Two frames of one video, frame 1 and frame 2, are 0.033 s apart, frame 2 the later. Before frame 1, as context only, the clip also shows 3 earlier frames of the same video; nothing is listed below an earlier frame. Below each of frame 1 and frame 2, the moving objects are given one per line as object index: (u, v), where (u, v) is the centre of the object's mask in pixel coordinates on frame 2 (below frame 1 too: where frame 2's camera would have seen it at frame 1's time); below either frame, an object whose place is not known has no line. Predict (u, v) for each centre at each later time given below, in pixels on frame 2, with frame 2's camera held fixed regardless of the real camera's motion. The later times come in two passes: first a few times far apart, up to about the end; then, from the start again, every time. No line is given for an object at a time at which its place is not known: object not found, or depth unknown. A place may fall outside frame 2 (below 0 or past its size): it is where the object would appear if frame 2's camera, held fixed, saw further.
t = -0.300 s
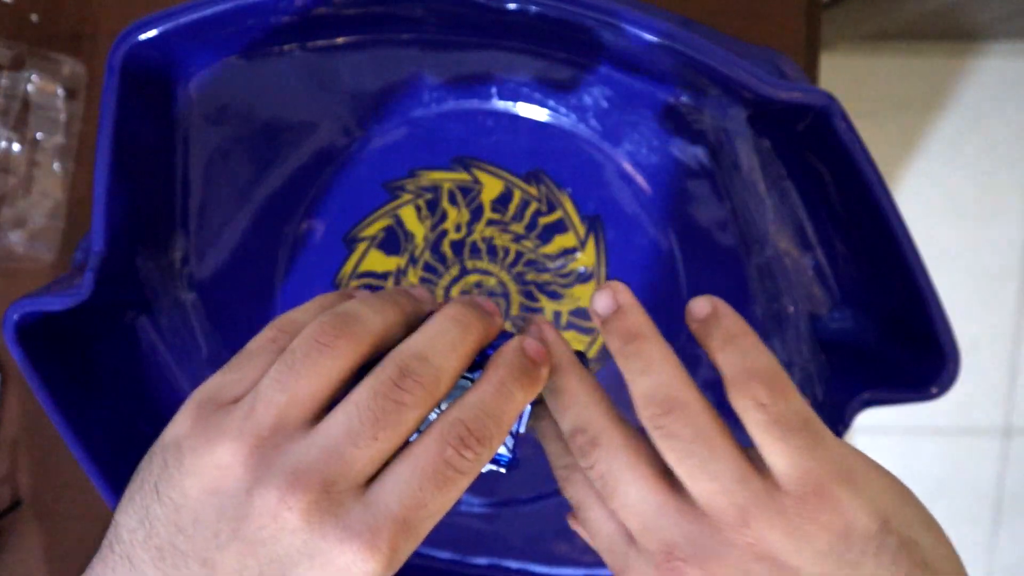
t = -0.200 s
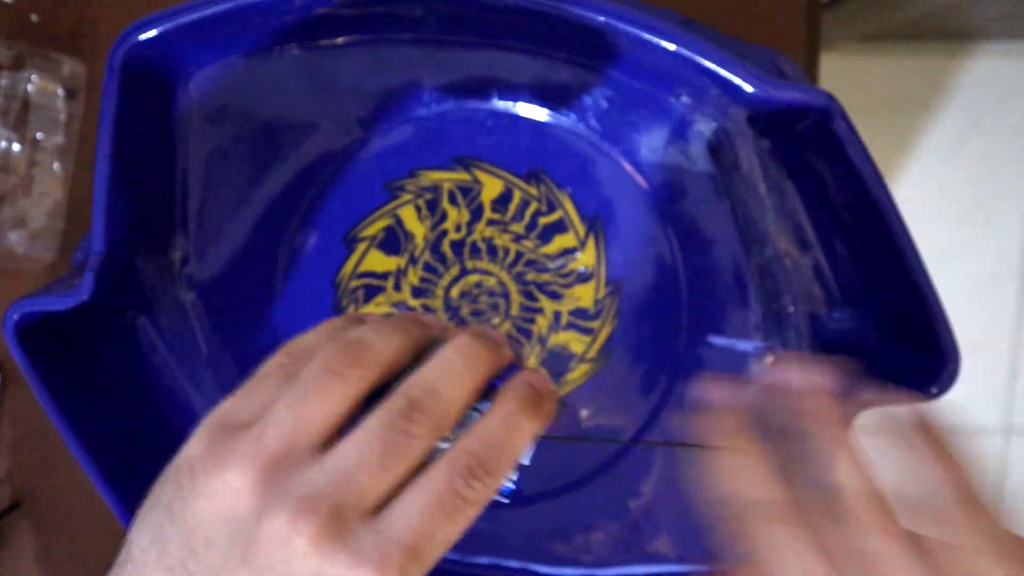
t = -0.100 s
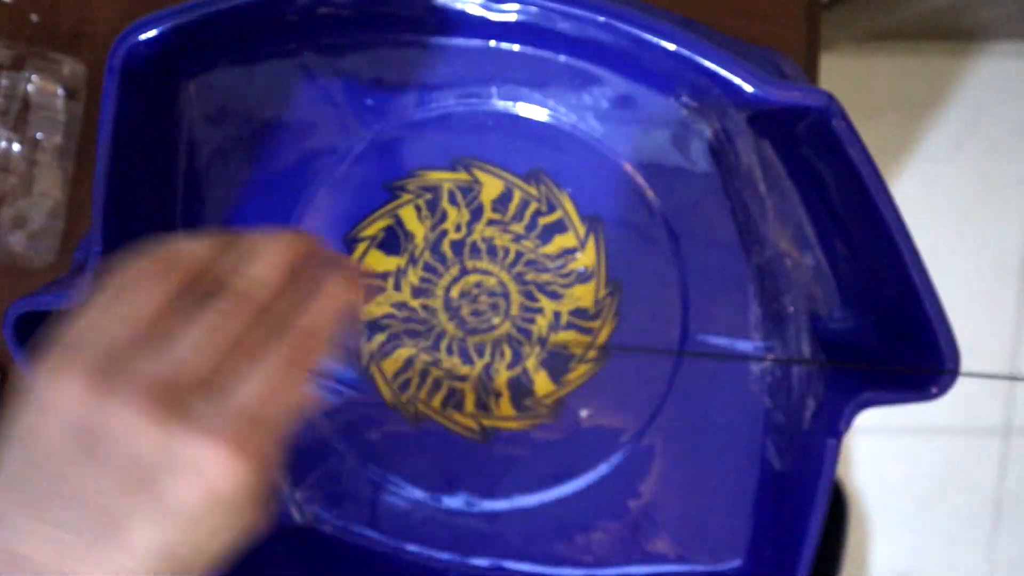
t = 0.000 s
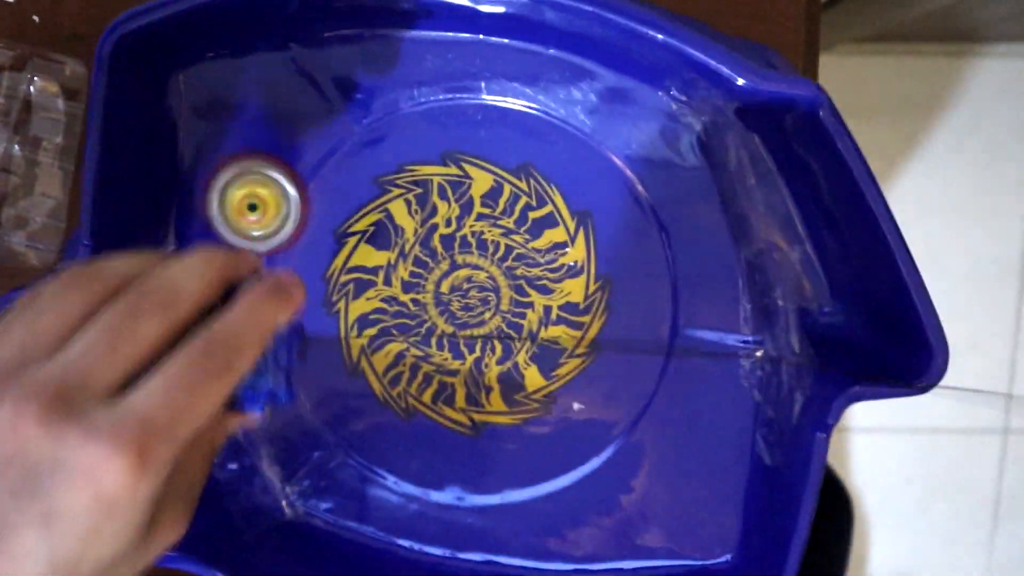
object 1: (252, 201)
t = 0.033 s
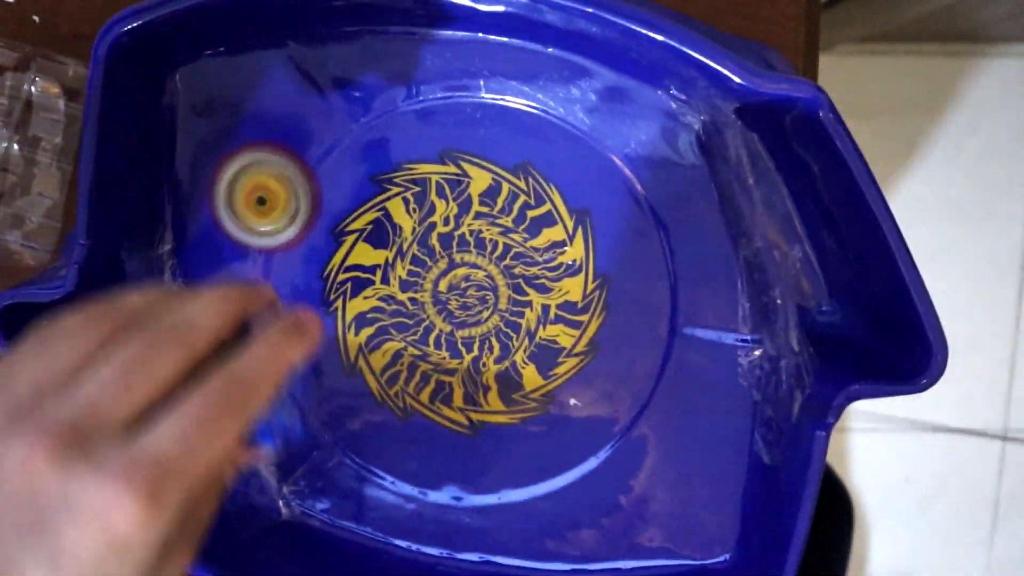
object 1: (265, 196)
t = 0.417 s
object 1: (550, 213)
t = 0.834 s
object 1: (569, 195)
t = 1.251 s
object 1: (569, 373)
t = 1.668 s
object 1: (568, 310)
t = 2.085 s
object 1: (402, 432)
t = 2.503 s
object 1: (495, 401)
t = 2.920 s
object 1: (366, 263)
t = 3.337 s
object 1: (360, 329)
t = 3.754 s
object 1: (538, 276)
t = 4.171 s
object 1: (489, 192)
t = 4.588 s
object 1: (532, 341)
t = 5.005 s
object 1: (549, 310)
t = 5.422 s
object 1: (448, 389)
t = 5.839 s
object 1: (455, 351)
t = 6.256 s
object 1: (456, 303)
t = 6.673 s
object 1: (472, 265)
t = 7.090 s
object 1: (510, 286)
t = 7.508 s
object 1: (522, 288)
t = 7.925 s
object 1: (491, 299)
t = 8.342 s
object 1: (475, 330)
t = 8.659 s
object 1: (471, 334)
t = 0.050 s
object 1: (272, 193)
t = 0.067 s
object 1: (282, 190)
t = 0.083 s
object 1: (295, 186)
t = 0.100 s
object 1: (309, 182)
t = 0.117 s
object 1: (325, 177)
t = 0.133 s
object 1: (341, 173)
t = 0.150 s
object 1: (358, 170)
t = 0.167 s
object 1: (378, 165)
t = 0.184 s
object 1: (390, 165)
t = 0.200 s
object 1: (399, 171)
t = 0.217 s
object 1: (411, 175)
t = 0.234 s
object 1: (422, 179)
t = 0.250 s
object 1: (435, 184)
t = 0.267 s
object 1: (448, 187)
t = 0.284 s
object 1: (461, 191)
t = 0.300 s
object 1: (472, 196)
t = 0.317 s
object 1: (484, 200)
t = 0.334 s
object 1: (496, 205)
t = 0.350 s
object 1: (506, 208)
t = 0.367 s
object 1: (517, 211)
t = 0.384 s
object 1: (529, 212)
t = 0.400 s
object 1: (539, 213)
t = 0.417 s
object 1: (550, 213)
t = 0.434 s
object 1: (559, 213)
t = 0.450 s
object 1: (569, 211)
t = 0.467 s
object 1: (579, 210)
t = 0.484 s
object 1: (588, 208)
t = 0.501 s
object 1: (597, 206)
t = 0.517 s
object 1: (606, 203)
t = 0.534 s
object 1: (614, 199)
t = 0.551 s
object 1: (621, 195)
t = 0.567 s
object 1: (628, 192)
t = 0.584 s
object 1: (633, 188)
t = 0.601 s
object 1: (635, 186)
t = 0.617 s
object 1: (636, 184)
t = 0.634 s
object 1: (637, 182)
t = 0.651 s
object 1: (635, 182)
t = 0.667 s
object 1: (634, 180)
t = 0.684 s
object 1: (631, 180)
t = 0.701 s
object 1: (626, 179)
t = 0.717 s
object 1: (621, 178)
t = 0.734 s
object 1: (614, 179)
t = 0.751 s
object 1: (606, 181)
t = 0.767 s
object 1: (598, 182)
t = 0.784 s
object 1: (591, 185)
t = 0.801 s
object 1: (584, 187)
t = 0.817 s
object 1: (576, 191)
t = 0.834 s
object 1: (569, 195)
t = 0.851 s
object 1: (562, 199)
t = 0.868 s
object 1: (555, 204)
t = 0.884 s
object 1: (549, 209)
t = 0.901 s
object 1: (544, 215)
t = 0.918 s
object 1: (539, 221)
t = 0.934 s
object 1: (535, 227)
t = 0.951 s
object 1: (531, 234)
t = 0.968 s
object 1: (528, 241)
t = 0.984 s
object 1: (526, 249)
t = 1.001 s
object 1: (525, 256)
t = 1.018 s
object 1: (523, 264)
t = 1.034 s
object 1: (523, 271)
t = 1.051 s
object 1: (523, 279)
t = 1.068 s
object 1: (523, 288)
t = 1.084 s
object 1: (524, 295)
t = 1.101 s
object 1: (527, 304)
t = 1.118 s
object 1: (529, 312)
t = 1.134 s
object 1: (532, 320)
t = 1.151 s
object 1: (535, 330)
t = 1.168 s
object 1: (540, 338)
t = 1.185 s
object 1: (545, 346)
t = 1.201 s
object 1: (550, 355)
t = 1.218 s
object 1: (556, 362)
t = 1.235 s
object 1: (562, 368)
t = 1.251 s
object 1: (569, 373)
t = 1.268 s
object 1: (575, 379)
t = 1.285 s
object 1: (581, 384)
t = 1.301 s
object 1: (587, 389)
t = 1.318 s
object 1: (593, 393)
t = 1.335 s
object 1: (598, 395)
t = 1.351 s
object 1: (603, 397)
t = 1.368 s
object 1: (606, 399)
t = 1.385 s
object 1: (610, 399)
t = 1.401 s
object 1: (612, 399)
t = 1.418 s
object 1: (615, 397)
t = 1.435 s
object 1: (616, 395)
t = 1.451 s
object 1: (617, 391)
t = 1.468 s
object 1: (617, 387)
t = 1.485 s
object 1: (617, 382)
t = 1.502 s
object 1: (616, 377)
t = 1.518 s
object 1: (615, 370)
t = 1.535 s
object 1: (613, 365)
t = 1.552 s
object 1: (608, 357)
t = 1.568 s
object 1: (605, 349)
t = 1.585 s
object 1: (599, 341)
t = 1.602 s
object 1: (594, 333)
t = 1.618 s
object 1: (587, 326)
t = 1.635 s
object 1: (581, 320)
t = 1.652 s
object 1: (575, 314)
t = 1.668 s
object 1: (568, 310)
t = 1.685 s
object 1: (561, 306)
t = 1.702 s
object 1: (552, 304)
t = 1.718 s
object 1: (545, 302)
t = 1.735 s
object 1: (536, 301)
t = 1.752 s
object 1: (529, 301)
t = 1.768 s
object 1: (521, 301)
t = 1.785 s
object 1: (513, 303)
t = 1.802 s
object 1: (505, 306)
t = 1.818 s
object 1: (497, 308)
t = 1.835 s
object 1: (490, 312)
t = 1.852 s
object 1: (482, 316)
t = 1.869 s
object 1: (471, 322)
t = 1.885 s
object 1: (463, 328)
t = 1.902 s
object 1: (457, 335)
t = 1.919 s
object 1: (449, 343)
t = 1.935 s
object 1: (442, 353)
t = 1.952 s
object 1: (436, 363)
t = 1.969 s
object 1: (429, 372)
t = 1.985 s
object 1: (423, 382)
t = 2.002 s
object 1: (418, 390)
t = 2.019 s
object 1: (414, 400)
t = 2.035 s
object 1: (409, 409)
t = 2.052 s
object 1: (406, 418)
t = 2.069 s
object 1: (404, 425)
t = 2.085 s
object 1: (402, 432)
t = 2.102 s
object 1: (400, 440)
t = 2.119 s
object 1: (399, 445)
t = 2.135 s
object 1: (399, 451)
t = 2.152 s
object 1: (400, 455)
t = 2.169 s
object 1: (401, 459)
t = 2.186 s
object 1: (404, 463)
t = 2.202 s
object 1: (406, 465)
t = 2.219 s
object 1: (410, 467)
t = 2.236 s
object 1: (414, 469)
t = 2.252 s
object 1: (419, 469)
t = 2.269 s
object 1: (424, 469)
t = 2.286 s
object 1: (431, 469)
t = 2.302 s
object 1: (437, 467)
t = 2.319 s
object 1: (444, 466)
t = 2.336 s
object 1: (450, 463)
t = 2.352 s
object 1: (457, 460)
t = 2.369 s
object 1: (464, 455)
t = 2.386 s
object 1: (469, 451)
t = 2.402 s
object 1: (475, 445)
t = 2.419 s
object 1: (481, 438)
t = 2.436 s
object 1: (486, 432)
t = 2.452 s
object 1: (490, 425)
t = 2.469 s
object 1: (492, 418)
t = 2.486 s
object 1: (495, 409)
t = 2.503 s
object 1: (495, 401)
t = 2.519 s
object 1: (495, 392)
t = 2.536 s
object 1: (495, 383)
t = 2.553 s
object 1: (494, 373)
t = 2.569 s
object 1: (491, 363)
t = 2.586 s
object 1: (487, 355)
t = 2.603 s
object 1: (484, 347)
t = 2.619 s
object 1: (478, 340)
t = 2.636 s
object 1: (472, 332)
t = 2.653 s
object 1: (466, 325)
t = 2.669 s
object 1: (460, 318)
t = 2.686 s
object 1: (454, 311)
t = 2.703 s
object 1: (449, 307)
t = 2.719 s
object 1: (441, 302)
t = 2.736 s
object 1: (434, 297)
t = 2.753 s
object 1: (428, 293)
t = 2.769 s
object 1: (421, 289)
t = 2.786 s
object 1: (414, 284)
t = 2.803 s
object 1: (408, 281)
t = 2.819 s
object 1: (402, 278)
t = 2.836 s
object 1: (395, 274)
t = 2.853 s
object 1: (389, 272)
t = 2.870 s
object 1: (382, 270)
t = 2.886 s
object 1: (377, 268)
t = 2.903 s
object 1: (371, 266)
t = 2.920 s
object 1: (366, 263)
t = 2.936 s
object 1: (361, 264)
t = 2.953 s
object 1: (357, 263)
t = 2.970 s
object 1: (352, 264)
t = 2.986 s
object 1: (347, 265)
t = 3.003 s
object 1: (344, 265)
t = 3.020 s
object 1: (341, 267)
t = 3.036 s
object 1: (337, 269)
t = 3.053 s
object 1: (335, 270)
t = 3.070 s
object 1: (332, 273)
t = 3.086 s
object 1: (330, 276)
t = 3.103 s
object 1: (328, 280)
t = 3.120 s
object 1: (327, 284)
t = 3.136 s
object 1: (326, 288)
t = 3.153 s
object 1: (327, 293)
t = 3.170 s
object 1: (327, 297)
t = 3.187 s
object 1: (328, 301)
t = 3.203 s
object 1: (329, 305)
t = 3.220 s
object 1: (331, 309)
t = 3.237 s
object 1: (333, 313)
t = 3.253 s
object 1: (336, 318)
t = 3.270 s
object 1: (341, 320)
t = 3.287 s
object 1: (345, 323)
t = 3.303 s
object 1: (349, 326)
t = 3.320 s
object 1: (354, 327)
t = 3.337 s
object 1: (360, 329)
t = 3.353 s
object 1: (366, 331)
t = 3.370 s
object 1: (372, 334)
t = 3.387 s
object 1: (378, 334)
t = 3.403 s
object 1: (385, 336)
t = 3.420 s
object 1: (391, 336)
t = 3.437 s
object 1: (398, 338)
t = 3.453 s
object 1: (405, 337)
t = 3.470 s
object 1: (412, 338)
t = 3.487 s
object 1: (420, 338)
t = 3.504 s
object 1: (428, 338)
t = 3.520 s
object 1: (435, 338)
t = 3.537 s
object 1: (443, 336)
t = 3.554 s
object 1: (451, 336)
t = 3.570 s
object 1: (458, 334)
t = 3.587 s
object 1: (467, 332)
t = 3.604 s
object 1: (474, 331)
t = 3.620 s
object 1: (482, 327)
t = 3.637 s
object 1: (489, 324)
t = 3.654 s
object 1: (497, 318)
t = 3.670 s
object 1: (504, 313)
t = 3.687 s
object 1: (511, 306)
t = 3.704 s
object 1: (518, 299)
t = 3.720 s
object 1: (525, 292)
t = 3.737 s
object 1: (532, 285)
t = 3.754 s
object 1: (538, 276)
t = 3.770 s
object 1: (542, 269)
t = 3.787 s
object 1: (546, 263)
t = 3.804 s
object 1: (549, 254)
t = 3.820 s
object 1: (552, 248)
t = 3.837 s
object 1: (553, 240)
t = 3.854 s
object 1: (554, 232)
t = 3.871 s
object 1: (554, 224)
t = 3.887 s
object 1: (554, 216)
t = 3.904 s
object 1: (553, 209)
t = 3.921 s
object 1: (553, 202)
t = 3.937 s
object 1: (551, 196)
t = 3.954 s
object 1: (549, 190)
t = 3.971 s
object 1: (546, 185)
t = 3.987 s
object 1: (542, 180)
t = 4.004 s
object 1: (538, 176)
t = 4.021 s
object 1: (535, 173)
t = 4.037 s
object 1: (531, 171)
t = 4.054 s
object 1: (528, 172)
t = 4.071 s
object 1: (524, 173)
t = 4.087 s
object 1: (519, 175)
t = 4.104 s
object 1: (514, 178)
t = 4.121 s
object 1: (508, 181)
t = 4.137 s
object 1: (501, 185)
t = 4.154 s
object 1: (495, 188)
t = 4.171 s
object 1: (489, 192)
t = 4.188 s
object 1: (485, 197)
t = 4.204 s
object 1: (482, 201)
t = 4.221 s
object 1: (480, 207)
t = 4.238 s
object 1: (479, 215)
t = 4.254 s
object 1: (479, 221)
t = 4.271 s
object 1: (477, 228)
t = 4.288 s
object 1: (477, 235)
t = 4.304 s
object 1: (478, 242)
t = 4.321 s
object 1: (478, 249)
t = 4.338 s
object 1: (479, 256)
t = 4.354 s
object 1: (481, 264)
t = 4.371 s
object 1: (482, 270)
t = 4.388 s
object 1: (483, 279)
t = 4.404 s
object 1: (486, 286)
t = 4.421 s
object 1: (488, 293)
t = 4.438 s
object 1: (492, 299)
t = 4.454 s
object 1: (497, 304)
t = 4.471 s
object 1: (501, 309)
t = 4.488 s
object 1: (506, 313)
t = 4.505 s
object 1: (511, 318)
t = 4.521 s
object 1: (515, 323)
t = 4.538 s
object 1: (519, 328)
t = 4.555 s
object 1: (524, 333)
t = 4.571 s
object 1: (528, 337)
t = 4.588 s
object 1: (532, 341)
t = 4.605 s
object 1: (536, 344)
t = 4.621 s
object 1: (540, 348)
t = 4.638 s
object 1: (545, 349)
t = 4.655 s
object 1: (549, 350)
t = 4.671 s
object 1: (553, 351)
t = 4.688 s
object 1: (557, 350)
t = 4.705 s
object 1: (560, 349)
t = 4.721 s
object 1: (564, 347)
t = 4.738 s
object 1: (567, 344)
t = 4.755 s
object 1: (570, 341)
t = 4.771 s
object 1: (572, 337)
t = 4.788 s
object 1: (574, 334)
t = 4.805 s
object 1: (574, 330)
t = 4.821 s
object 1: (576, 325)
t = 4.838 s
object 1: (576, 321)
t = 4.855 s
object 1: (575, 317)
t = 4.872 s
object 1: (574, 314)
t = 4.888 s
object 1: (572, 311)
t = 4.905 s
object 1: (571, 309)
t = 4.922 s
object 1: (569, 308)
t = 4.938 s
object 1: (566, 307)
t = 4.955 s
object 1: (563, 307)
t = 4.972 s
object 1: (558, 307)
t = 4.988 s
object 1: (553, 309)
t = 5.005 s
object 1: (549, 310)
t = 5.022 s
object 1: (543, 311)
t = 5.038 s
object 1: (538, 313)
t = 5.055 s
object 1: (532, 315)
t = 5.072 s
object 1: (525, 316)
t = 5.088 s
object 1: (520, 318)
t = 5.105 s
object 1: (514, 319)
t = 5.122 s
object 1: (508, 320)
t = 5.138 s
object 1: (502, 322)
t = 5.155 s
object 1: (496, 324)
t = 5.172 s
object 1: (491, 325)
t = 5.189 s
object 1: (486, 327)
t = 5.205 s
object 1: (481, 329)
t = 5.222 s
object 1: (476, 332)
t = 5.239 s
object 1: (472, 335)
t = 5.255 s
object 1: (468, 340)
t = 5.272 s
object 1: (465, 343)
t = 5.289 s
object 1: (462, 348)
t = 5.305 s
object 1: (459, 353)
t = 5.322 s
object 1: (456, 360)
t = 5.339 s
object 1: (455, 364)
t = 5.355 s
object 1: (453, 369)
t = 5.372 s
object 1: (451, 375)
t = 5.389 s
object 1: (449, 380)
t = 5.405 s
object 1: (448, 385)
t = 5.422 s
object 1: (448, 389)
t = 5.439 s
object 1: (446, 392)
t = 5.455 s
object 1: (447, 394)
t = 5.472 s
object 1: (447, 396)
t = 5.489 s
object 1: (447, 396)
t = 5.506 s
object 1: (448, 396)
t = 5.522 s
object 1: (450, 394)
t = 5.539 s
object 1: (452, 394)
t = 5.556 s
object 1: (456, 391)
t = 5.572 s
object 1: (459, 389)
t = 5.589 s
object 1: (463, 386)
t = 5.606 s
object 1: (466, 383)
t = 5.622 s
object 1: (470, 381)
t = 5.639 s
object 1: (473, 380)
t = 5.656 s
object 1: (475, 379)
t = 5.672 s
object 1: (477, 378)
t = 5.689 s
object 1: (478, 377)
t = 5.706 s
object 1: (477, 376)
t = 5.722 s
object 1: (476, 373)
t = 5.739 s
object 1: (474, 371)
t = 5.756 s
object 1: (471, 368)
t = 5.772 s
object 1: (468, 365)
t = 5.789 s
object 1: (465, 362)
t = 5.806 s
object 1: (462, 358)
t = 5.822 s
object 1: (457, 355)
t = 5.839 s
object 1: (455, 351)
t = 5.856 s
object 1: (452, 348)
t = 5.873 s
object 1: (452, 344)
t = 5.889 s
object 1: (450, 341)
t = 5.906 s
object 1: (450, 339)
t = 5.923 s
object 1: (449, 338)
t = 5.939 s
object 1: (449, 336)
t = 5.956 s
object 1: (448, 335)
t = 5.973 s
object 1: (447, 332)
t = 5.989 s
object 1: (447, 331)
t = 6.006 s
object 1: (447, 329)
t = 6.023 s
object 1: (447, 327)
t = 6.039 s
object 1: (447, 326)
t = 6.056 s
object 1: (447, 324)
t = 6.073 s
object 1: (448, 322)
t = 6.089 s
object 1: (448, 321)
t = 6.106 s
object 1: (449, 319)
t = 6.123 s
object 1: (450, 318)
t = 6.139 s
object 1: (451, 316)
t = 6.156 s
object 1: (451, 313)
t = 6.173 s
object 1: (452, 313)
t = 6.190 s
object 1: (454, 309)
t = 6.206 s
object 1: (454, 308)
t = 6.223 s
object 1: (454, 306)
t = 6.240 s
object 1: (455, 305)
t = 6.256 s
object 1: (456, 303)
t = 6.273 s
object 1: (457, 301)
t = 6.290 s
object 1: (459, 298)
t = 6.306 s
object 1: (460, 297)
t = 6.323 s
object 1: (461, 296)
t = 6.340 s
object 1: (461, 294)
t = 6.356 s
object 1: (462, 293)
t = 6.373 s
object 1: (463, 293)
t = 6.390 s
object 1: (464, 291)
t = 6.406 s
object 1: (464, 289)
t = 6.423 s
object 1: (465, 288)
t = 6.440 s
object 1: (465, 287)
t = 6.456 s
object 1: (466, 285)
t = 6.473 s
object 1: (467, 282)
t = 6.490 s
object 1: (467, 281)
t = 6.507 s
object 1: (468, 279)
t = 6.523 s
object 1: (469, 275)
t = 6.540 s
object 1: (470, 273)
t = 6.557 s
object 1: (470, 272)
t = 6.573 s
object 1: (471, 269)
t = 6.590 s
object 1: (471, 267)
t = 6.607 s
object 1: (472, 265)
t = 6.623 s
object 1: (472, 265)
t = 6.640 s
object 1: (472, 264)
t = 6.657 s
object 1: (472, 264)
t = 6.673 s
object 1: (472, 265)
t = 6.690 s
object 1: (473, 264)
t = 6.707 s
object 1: (472, 264)
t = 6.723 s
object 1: (472, 265)
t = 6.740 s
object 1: (472, 265)
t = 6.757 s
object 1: (472, 265)
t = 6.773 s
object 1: (472, 266)
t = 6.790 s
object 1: (472, 266)
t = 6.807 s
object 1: (472, 266)
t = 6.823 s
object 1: (472, 266)
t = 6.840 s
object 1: (473, 266)
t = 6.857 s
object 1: (474, 267)
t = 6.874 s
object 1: (475, 267)
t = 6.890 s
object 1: (477, 267)
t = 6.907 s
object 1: (480, 267)
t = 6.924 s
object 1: (482, 267)
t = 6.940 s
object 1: (485, 267)
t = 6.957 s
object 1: (488, 269)
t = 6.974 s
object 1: (492, 270)
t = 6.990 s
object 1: (495, 272)
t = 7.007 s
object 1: (497, 274)
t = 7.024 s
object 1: (502, 278)
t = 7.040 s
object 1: (504, 279)
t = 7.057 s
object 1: (507, 283)
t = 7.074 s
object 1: (509, 284)
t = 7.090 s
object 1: (510, 286)
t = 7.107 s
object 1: (510, 288)
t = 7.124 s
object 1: (510, 290)
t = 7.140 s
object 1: (510, 291)
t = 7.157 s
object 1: (508, 291)
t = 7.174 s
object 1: (507, 292)
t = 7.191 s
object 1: (505, 291)
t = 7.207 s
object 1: (502, 290)
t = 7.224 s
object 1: (501, 289)
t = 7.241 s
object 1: (499, 287)
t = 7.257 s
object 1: (499, 285)
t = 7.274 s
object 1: (498, 283)
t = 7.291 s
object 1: (498, 281)
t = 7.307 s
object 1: (498, 279)
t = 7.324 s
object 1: (499, 278)
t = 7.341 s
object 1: (501, 278)
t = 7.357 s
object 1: (503, 277)
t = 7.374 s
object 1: (505, 277)
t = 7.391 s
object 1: (507, 277)
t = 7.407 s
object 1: (509, 277)
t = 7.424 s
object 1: (512, 279)
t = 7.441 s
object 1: (515, 280)
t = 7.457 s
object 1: (517, 281)
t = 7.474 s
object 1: (519, 284)
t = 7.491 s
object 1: (521, 286)
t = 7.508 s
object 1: (522, 288)
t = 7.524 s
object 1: (522, 291)
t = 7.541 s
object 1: (523, 294)
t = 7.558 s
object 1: (523, 296)
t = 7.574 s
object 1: (521, 298)
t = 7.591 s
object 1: (519, 301)
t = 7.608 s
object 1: (517, 302)
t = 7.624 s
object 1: (514, 303)
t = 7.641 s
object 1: (511, 304)
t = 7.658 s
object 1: (508, 304)
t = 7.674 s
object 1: (504, 304)
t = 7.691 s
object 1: (500, 304)
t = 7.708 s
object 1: (496, 302)
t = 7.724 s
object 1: (493, 302)
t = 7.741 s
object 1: (491, 301)
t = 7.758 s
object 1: (489, 299)
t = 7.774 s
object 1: (487, 298)
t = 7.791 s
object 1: (486, 296)
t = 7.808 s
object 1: (487, 295)
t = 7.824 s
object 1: (487, 295)
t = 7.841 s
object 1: (487, 294)
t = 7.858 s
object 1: (488, 294)
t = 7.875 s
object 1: (488, 295)
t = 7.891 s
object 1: (490, 296)
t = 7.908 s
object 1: (490, 296)
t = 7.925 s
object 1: (491, 299)
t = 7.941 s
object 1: (493, 302)
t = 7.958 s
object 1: (492, 303)
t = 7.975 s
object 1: (493, 306)
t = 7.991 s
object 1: (492, 310)
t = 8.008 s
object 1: (491, 313)
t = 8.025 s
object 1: (490, 316)
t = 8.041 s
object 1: (487, 319)
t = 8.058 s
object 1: (483, 323)
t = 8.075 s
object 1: (481, 326)
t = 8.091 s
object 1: (477, 328)
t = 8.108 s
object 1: (473, 331)
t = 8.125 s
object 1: (470, 332)
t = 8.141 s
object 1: (466, 333)
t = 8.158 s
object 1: (463, 335)
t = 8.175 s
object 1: (461, 334)
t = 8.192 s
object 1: (458, 334)
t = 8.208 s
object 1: (457, 334)
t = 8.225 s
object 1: (457, 333)
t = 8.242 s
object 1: (457, 332)
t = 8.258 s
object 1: (459, 331)
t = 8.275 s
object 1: (460, 330)
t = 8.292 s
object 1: (463, 330)
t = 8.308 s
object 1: (468, 329)
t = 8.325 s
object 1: (471, 329)
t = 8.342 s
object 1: (475, 330)
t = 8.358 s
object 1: (479, 330)
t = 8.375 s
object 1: (482, 332)
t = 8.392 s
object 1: (485, 335)
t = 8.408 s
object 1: (487, 336)
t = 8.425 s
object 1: (488, 339)
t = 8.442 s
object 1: (490, 340)
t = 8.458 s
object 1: (490, 341)
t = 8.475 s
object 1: (489, 343)
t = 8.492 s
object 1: (489, 343)
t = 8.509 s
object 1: (488, 343)
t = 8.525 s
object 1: (487, 344)
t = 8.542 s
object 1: (485, 343)
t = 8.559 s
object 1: (484, 343)
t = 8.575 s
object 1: (482, 343)
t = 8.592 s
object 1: (479, 341)
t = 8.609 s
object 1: (477, 340)
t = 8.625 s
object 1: (474, 338)
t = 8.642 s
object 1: (472, 337)
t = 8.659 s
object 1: (471, 334)
